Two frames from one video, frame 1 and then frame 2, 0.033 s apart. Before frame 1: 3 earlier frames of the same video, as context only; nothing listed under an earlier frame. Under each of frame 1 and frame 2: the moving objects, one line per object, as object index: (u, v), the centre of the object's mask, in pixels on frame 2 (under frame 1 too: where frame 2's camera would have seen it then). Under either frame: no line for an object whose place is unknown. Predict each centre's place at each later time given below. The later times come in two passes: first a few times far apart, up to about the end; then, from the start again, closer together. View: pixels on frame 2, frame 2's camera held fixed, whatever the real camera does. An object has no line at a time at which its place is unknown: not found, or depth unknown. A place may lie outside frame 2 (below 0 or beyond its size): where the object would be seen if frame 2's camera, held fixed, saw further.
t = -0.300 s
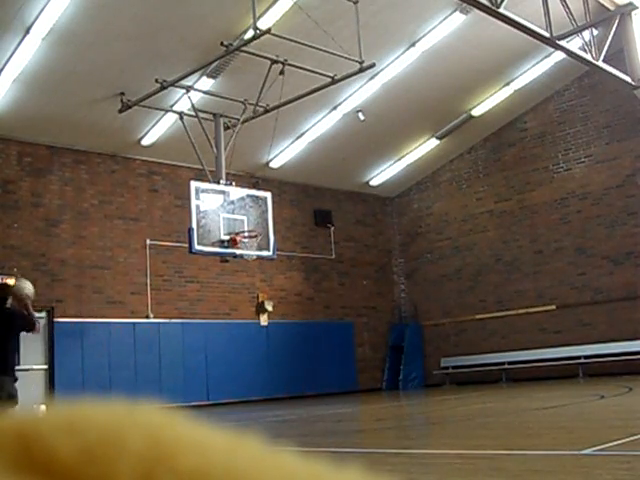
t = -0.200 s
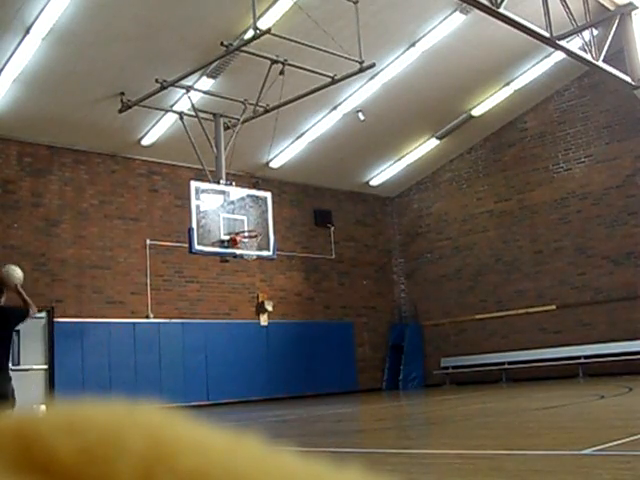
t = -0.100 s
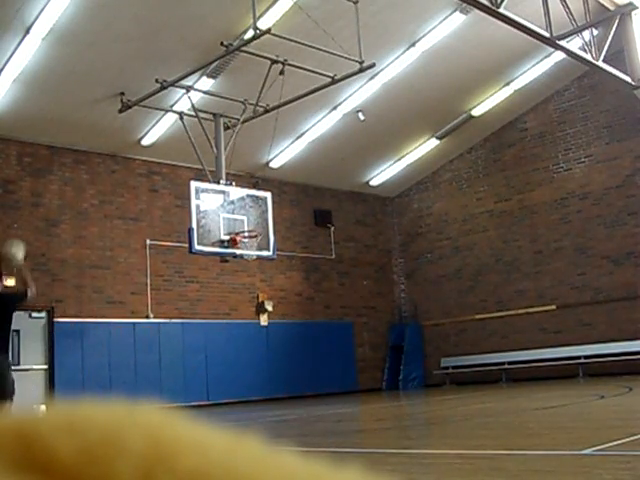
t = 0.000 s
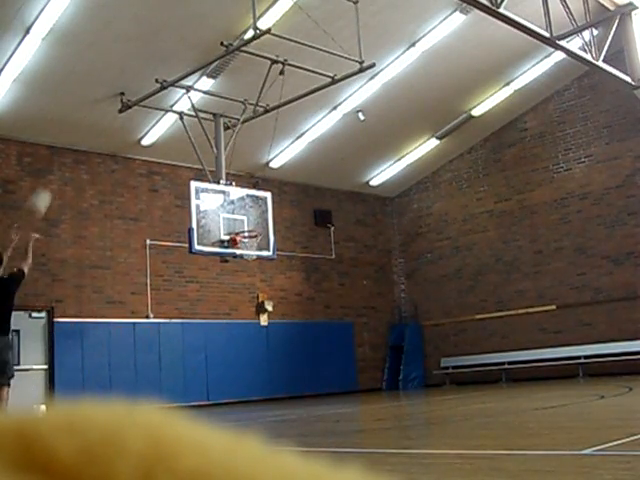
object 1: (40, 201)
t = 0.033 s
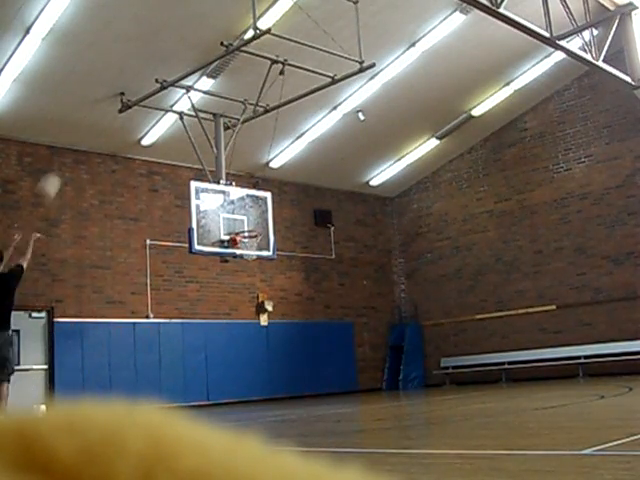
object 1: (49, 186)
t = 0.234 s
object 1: (99, 122)
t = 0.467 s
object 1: (144, 96)
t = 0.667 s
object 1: (175, 106)
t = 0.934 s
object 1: (215, 147)
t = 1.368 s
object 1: (259, 258)
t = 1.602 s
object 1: (262, 304)
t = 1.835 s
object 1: (269, 375)
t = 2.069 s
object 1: (258, 364)
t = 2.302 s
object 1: (242, 335)
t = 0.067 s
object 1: (58, 171)
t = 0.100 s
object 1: (67, 159)
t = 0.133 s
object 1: (75, 148)
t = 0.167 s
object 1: (84, 138)
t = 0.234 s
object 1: (99, 122)
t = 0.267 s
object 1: (106, 116)
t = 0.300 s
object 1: (112, 111)
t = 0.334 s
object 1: (119, 107)
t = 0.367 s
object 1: (125, 103)
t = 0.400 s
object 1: (132, 100)
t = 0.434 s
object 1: (137, 98)
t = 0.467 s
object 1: (144, 96)
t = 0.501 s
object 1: (149, 96)
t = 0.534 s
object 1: (154, 97)
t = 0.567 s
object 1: (159, 98)
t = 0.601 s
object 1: (164, 102)
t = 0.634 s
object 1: (169, 104)
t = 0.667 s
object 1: (175, 106)
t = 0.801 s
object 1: (195, 122)
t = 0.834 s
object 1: (201, 128)
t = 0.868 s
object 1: (205, 133)
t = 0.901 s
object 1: (210, 139)
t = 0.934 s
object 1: (215, 147)
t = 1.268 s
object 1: (258, 243)
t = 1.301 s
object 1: (257, 248)
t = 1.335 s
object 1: (258, 252)
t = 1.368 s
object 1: (259, 258)
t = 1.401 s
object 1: (259, 262)
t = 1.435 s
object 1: (260, 267)
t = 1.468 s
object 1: (260, 273)
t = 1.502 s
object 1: (261, 280)
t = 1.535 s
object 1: (261, 288)
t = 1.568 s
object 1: (261, 296)
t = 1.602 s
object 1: (262, 304)
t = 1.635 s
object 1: (263, 315)
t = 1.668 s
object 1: (264, 322)
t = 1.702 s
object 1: (265, 332)
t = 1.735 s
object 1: (266, 343)
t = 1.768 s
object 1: (267, 353)
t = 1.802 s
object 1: (268, 364)
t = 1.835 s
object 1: (269, 375)
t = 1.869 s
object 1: (270, 388)
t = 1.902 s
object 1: (271, 399)
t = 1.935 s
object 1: (268, 393)
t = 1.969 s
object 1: (266, 385)
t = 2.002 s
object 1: (263, 377)
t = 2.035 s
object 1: (261, 370)
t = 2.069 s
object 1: (258, 364)
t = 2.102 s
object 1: (256, 358)
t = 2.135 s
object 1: (253, 353)
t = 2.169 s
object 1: (251, 348)
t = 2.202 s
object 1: (249, 344)
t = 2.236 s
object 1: (246, 341)
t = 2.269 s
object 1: (244, 338)
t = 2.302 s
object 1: (242, 335)
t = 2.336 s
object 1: (239, 333)
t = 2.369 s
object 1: (237, 332)
